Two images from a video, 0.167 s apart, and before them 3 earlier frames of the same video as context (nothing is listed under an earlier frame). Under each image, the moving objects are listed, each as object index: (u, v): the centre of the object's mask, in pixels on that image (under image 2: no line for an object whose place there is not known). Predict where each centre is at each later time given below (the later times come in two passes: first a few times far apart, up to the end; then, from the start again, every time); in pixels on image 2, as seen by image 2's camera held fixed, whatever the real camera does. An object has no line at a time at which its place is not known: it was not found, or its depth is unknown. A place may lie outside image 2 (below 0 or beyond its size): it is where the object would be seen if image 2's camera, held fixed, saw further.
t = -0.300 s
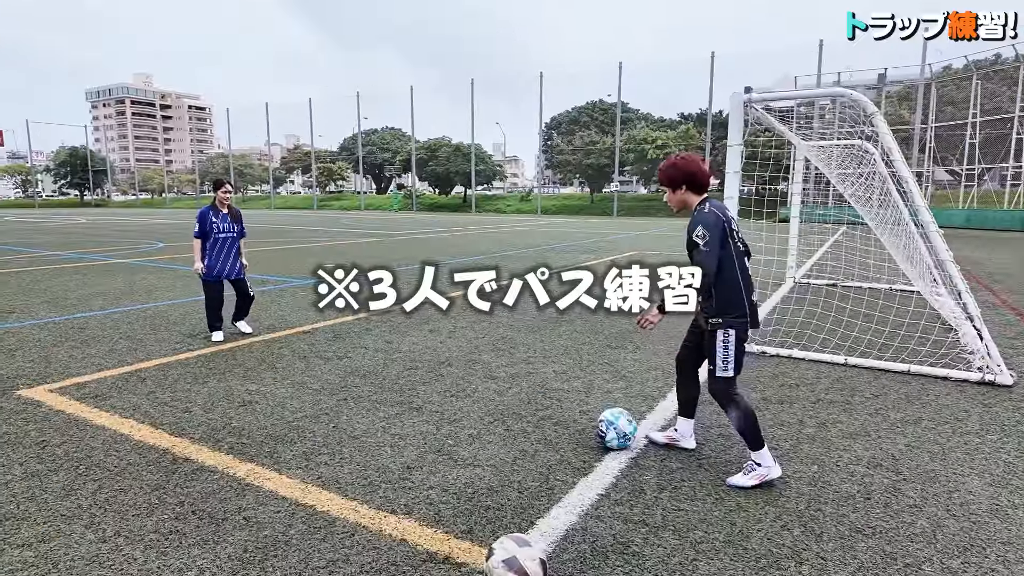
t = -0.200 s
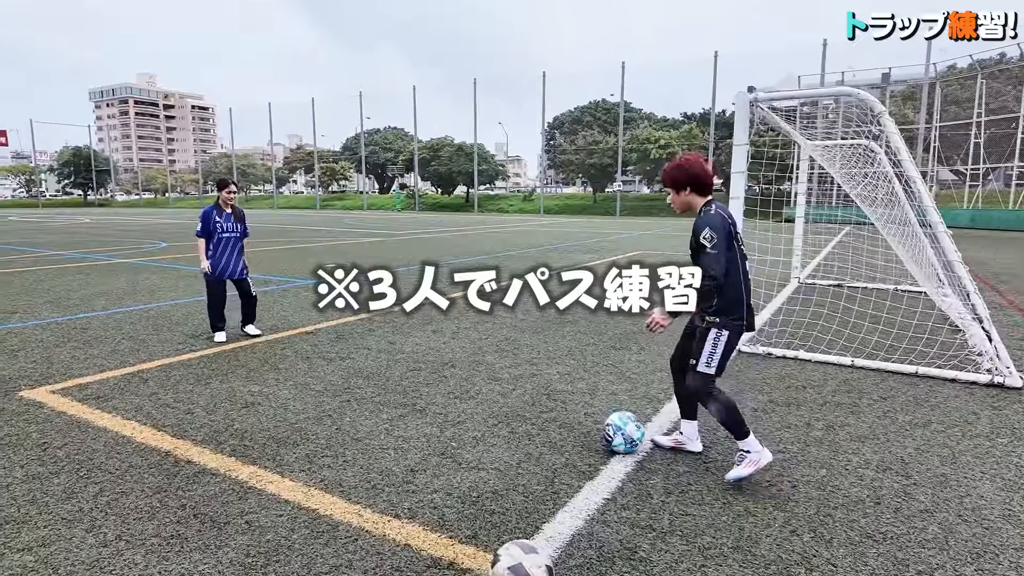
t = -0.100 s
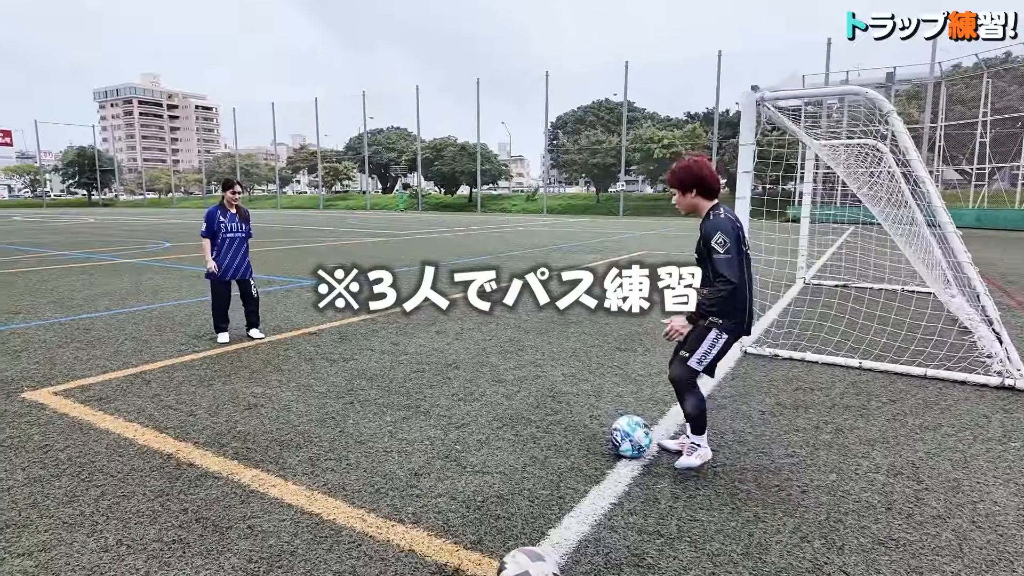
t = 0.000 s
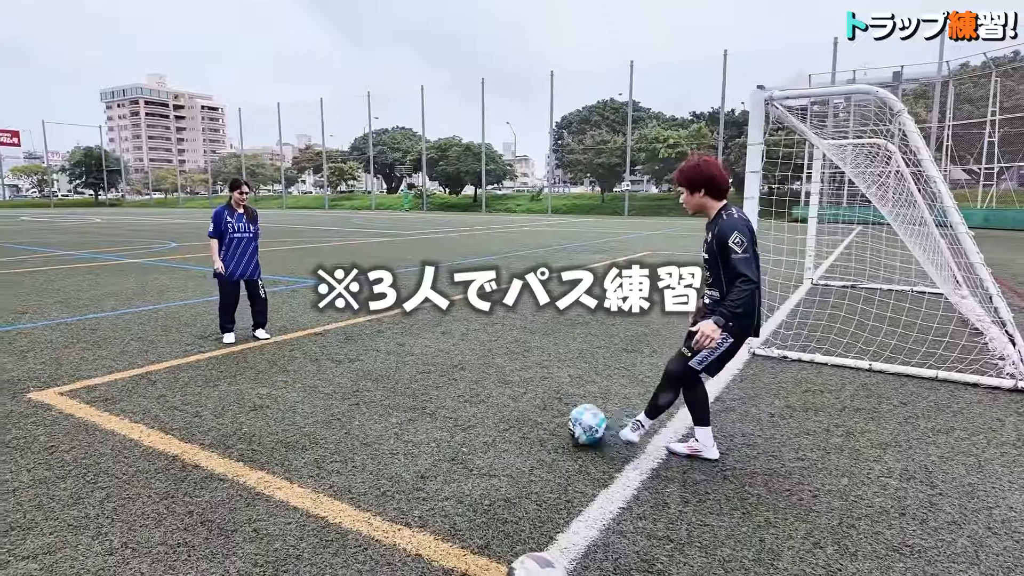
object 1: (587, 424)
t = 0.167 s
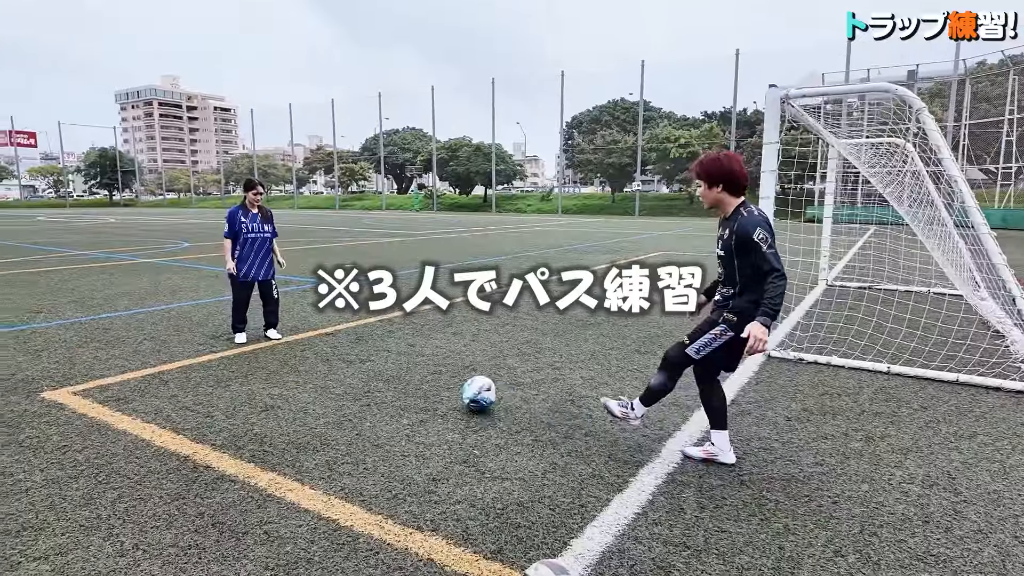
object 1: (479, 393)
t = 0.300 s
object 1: (415, 376)
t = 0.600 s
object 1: (320, 353)
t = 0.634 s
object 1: (311, 351)
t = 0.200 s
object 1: (460, 388)
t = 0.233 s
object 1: (444, 385)
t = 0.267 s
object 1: (428, 381)
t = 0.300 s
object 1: (415, 376)
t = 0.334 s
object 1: (403, 373)
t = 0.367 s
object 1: (390, 371)
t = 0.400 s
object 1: (378, 369)
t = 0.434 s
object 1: (367, 364)
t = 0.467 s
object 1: (358, 362)
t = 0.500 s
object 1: (347, 360)
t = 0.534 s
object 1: (338, 358)
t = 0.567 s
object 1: (329, 355)
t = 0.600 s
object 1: (320, 353)
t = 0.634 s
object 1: (311, 351)
